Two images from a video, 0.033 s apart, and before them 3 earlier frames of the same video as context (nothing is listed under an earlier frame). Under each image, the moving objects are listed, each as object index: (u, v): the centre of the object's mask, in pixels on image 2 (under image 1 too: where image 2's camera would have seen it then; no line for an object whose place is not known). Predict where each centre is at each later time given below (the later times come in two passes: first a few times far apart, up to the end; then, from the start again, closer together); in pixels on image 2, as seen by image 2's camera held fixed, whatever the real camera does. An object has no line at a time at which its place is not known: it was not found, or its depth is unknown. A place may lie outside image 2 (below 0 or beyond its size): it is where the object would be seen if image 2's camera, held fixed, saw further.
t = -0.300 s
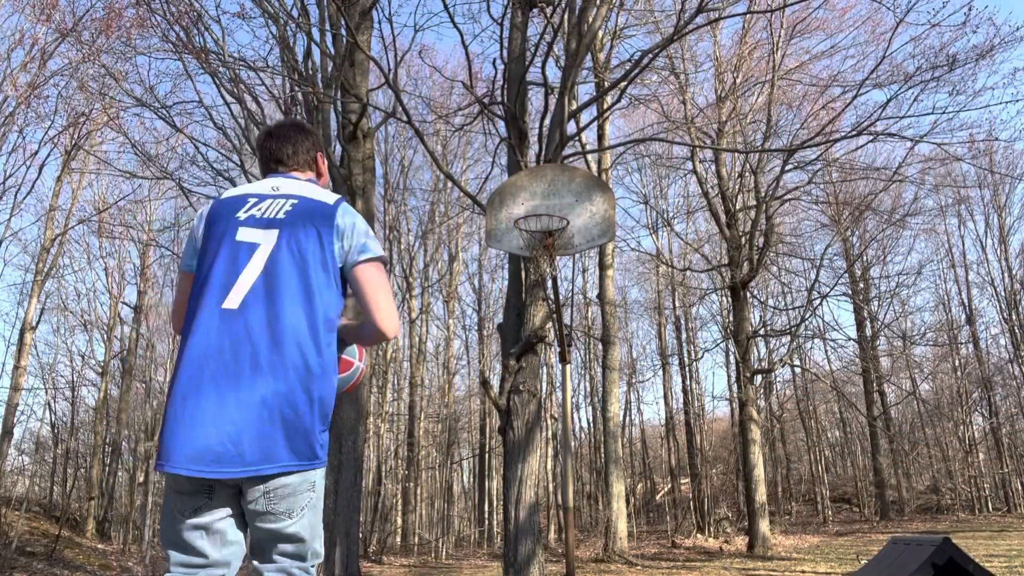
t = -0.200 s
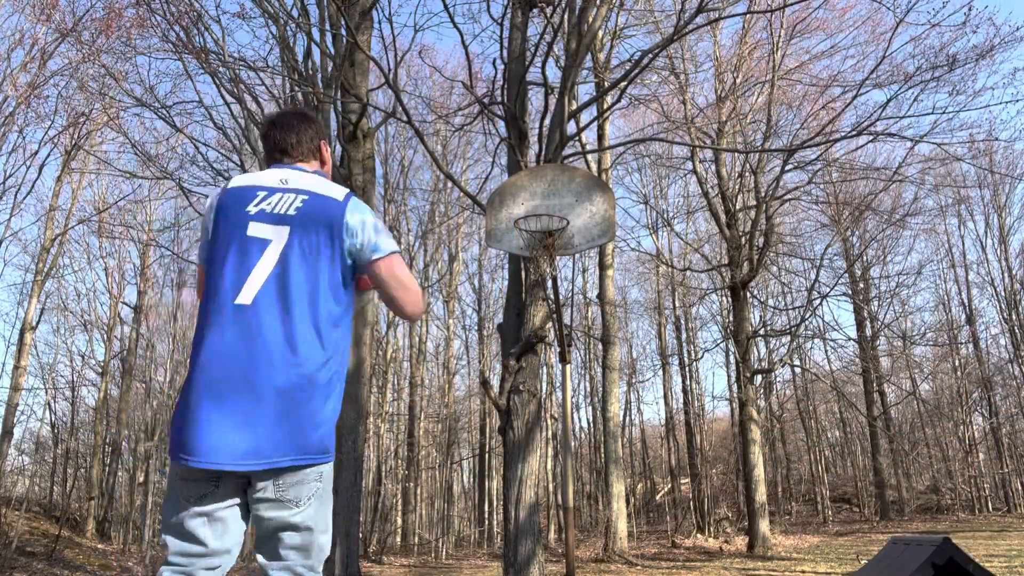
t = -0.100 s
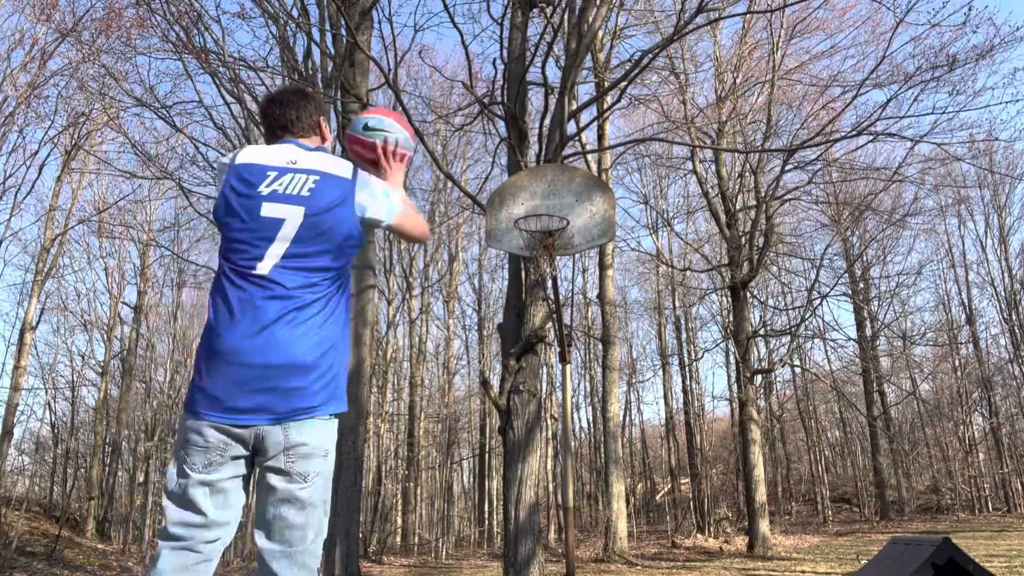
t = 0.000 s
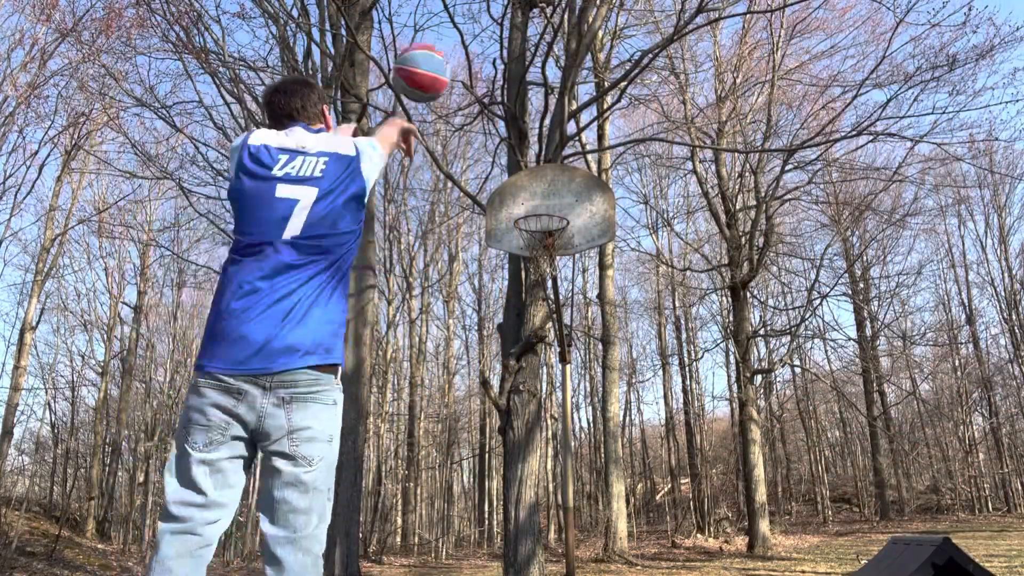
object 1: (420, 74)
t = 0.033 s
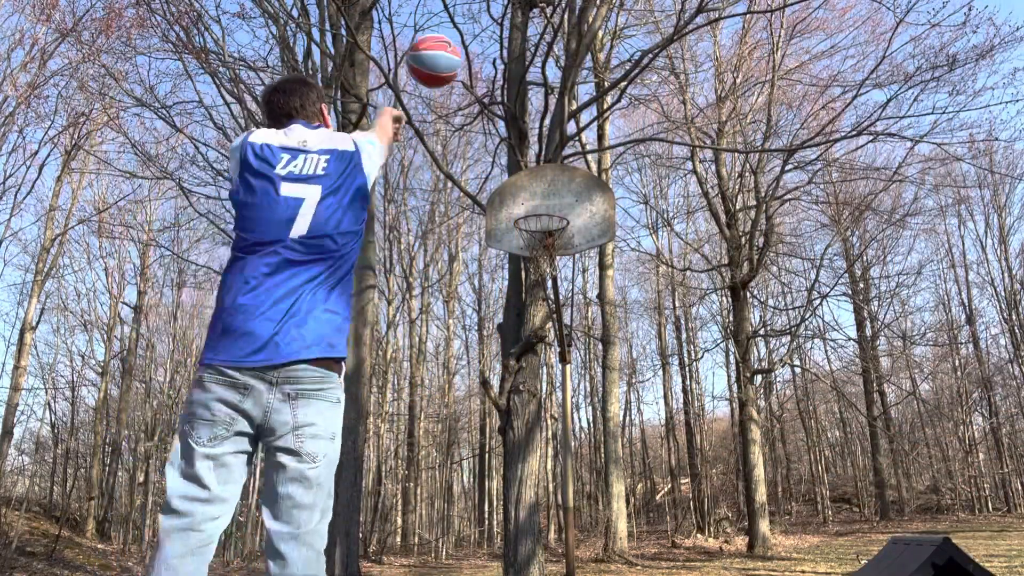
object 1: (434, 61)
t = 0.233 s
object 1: (481, 35)
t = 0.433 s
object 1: (511, 62)
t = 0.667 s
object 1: (535, 137)
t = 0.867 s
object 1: (550, 220)
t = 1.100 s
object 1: (549, 199)
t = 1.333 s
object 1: (541, 217)
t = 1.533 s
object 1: (528, 247)
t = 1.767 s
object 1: (543, 268)
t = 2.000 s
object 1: (571, 334)
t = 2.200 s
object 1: (597, 446)
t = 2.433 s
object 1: (624, 546)
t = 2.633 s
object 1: (637, 466)
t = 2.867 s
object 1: (653, 440)
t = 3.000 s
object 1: (665, 458)
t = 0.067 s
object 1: (442, 50)
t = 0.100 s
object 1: (452, 43)
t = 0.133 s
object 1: (460, 38)
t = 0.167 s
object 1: (468, 36)
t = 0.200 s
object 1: (474, 34)
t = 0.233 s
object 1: (481, 35)
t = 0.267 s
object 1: (487, 37)
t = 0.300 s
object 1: (492, 40)
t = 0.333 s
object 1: (497, 44)
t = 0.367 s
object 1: (502, 49)
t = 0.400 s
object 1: (507, 56)
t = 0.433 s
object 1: (511, 62)
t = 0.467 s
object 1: (515, 71)
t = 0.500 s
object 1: (518, 79)
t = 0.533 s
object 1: (521, 90)
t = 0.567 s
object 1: (524, 101)
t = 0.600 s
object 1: (527, 113)
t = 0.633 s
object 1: (531, 125)
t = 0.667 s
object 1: (535, 137)
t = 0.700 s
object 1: (538, 150)
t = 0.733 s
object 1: (541, 163)
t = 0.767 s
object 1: (544, 178)
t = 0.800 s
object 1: (546, 193)
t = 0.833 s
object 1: (548, 209)
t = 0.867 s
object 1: (550, 220)
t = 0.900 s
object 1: (550, 217)
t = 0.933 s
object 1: (550, 209)
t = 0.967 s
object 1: (549, 203)
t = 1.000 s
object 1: (549, 201)
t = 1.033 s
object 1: (549, 199)
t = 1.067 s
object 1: (549, 199)
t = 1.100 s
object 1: (549, 199)
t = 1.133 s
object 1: (549, 200)
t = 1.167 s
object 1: (549, 201)
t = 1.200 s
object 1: (549, 204)
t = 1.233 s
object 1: (548, 209)
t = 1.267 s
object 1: (547, 214)
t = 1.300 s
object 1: (544, 216)
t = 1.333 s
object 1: (541, 217)
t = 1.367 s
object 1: (540, 224)
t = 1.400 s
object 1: (535, 227)
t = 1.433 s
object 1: (532, 233)
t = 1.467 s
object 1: (530, 241)
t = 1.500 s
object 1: (528, 245)
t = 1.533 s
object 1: (528, 247)
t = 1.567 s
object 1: (528, 247)
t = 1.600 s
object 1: (528, 250)
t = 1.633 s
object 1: (532, 253)
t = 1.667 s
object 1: (534, 257)
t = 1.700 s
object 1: (537, 261)
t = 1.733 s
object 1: (540, 266)
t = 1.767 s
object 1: (543, 268)
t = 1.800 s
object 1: (548, 276)
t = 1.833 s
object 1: (552, 281)
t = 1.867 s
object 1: (555, 287)
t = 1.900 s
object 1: (559, 298)
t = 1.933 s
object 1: (564, 308)
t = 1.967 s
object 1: (567, 320)
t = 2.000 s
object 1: (571, 334)
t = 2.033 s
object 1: (575, 348)
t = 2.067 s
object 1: (579, 364)
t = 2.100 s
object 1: (584, 382)
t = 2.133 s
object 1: (587, 401)
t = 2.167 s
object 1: (591, 423)
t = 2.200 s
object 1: (597, 446)
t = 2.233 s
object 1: (602, 471)
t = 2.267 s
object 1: (607, 499)
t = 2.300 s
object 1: (612, 529)
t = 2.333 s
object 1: (617, 560)
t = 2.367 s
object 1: (620, 572)
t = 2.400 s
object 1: (623, 564)
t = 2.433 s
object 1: (624, 546)
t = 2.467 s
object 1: (627, 529)
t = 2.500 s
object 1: (629, 513)
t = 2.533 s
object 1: (631, 499)
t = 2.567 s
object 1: (632, 486)
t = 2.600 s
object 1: (634, 475)
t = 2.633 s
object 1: (637, 466)
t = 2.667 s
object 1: (638, 458)
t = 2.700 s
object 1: (641, 451)
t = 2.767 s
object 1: (646, 442)
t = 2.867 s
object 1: (653, 440)
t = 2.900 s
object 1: (657, 443)
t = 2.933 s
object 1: (659, 446)
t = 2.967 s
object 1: (662, 451)
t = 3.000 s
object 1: (665, 458)
